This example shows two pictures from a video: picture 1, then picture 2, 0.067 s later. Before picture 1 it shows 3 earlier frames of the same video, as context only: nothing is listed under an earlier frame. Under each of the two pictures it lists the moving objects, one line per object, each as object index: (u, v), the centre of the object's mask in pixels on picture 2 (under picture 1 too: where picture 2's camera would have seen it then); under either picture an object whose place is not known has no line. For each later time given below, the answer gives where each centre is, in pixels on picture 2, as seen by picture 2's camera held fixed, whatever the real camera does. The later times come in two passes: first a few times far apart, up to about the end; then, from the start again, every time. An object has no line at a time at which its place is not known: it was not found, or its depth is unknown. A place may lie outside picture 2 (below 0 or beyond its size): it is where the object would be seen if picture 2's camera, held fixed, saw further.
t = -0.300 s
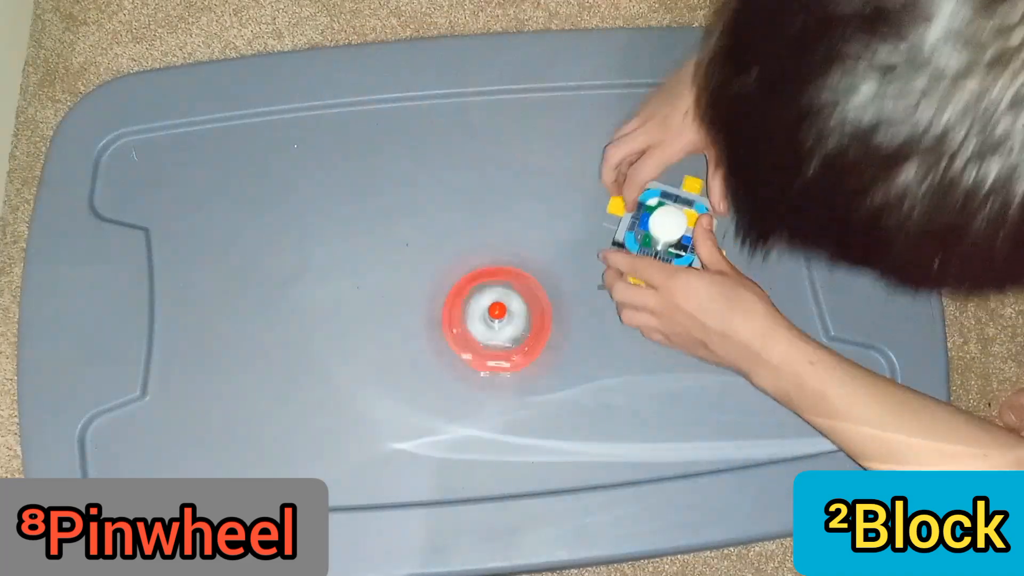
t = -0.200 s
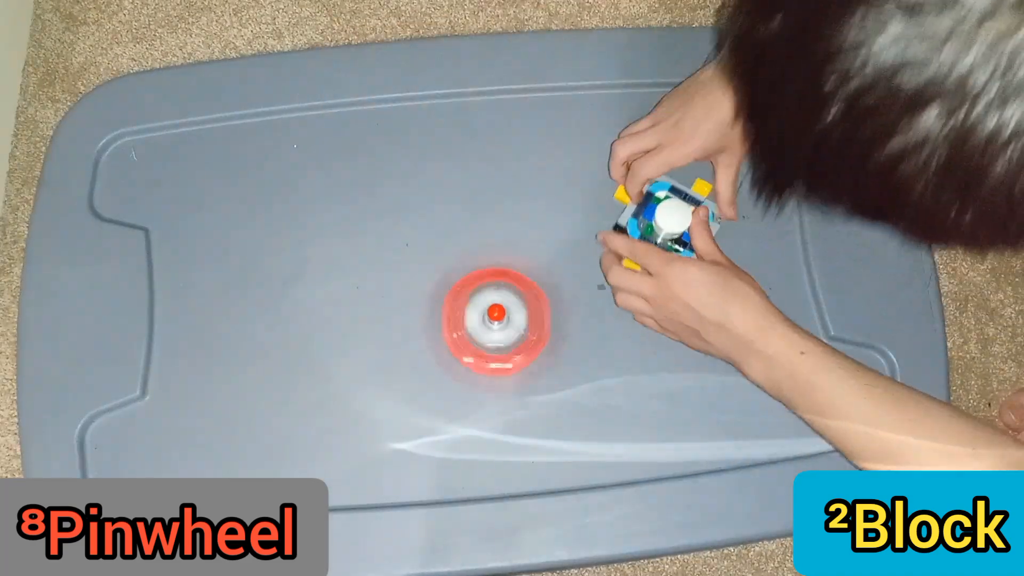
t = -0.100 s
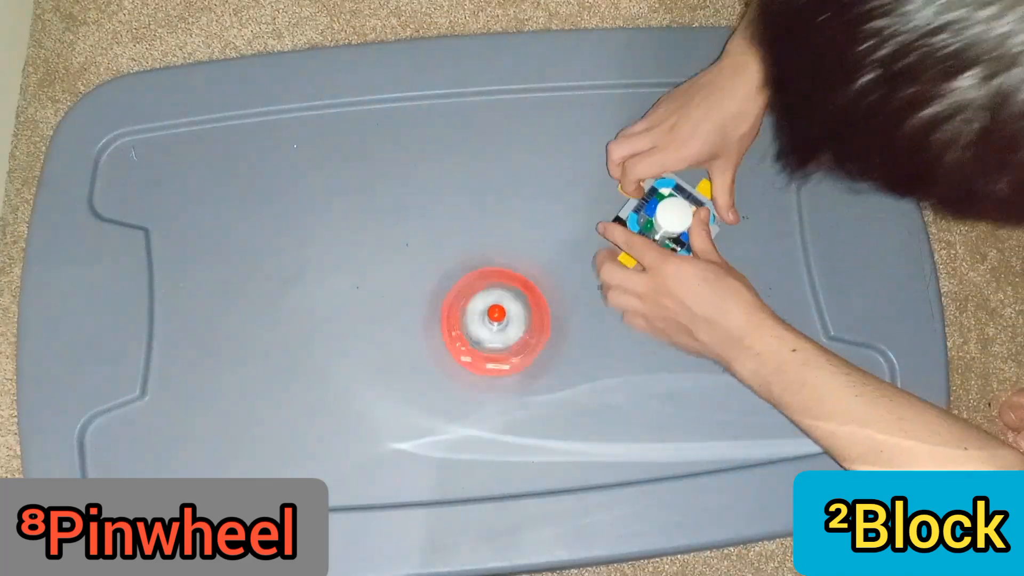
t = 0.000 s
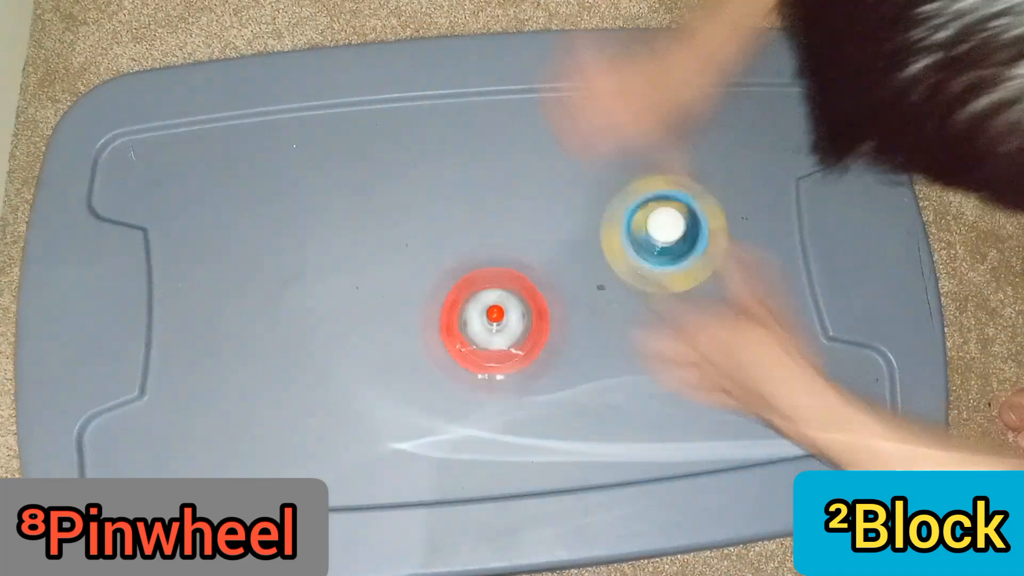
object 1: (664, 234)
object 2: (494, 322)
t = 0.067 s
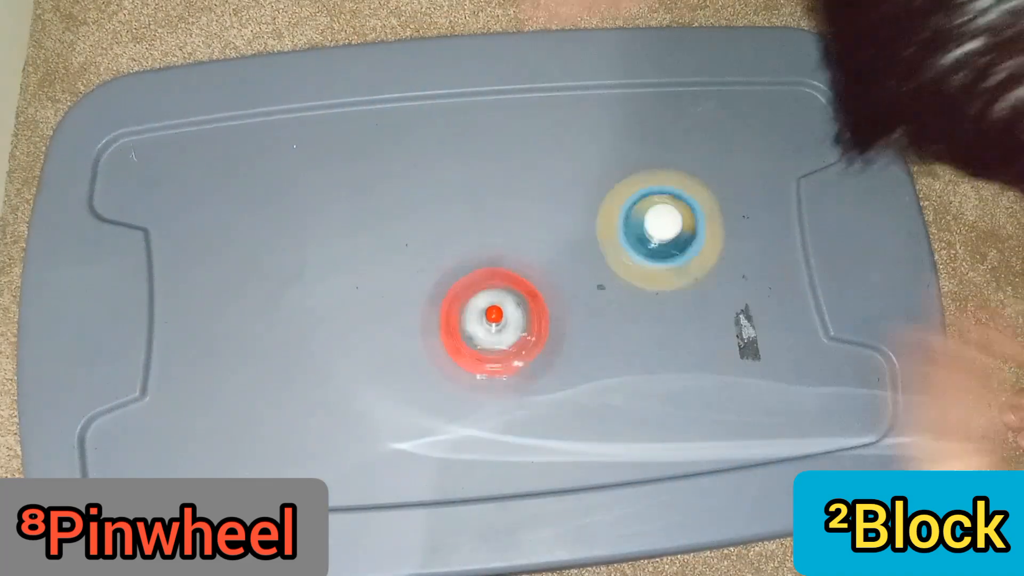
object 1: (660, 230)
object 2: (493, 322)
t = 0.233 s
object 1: (650, 231)
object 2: (493, 323)
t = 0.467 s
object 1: (633, 233)
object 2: (491, 323)
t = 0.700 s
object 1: (609, 233)
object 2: (490, 323)
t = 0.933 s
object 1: (595, 226)
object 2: (488, 322)
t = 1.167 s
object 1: (577, 217)
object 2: (485, 324)
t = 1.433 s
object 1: (560, 205)
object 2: (481, 332)
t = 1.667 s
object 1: (556, 191)
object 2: (475, 337)
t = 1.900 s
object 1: (553, 189)
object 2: (476, 332)
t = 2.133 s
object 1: (545, 197)
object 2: (481, 328)
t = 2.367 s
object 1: (533, 182)
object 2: (484, 363)
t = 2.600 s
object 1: (534, 183)
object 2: (482, 358)
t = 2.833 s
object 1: (532, 196)
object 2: (487, 355)
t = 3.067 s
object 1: (521, 204)
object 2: (486, 353)
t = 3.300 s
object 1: (512, 207)
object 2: (493, 353)
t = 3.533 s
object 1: (503, 211)
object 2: (488, 352)
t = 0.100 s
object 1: (657, 230)
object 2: (495, 322)
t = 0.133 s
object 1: (654, 230)
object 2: (494, 323)
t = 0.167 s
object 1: (653, 231)
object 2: (494, 323)
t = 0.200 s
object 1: (651, 230)
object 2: (493, 323)
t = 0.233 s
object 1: (650, 231)
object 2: (493, 323)
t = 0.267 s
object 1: (648, 230)
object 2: (493, 323)
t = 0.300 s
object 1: (646, 231)
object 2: (492, 323)
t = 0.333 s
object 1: (644, 231)
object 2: (493, 323)
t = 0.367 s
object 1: (641, 231)
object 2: (492, 323)
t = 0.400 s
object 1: (639, 232)
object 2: (492, 322)
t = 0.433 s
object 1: (636, 232)
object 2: (491, 323)
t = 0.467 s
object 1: (633, 233)
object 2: (491, 323)
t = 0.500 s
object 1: (630, 233)
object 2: (491, 323)
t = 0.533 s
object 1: (627, 234)
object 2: (490, 323)
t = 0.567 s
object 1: (624, 235)
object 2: (490, 323)
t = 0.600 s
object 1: (619, 235)
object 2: (490, 323)
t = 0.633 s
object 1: (615, 235)
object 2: (491, 323)
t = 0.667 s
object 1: (612, 234)
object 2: (489, 323)
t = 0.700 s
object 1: (609, 233)
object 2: (490, 323)
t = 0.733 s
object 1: (607, 232)
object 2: (489, 323)
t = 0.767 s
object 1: (605, 230)
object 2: (490, 322)
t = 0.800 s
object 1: (604, 229)
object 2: (488, 323)
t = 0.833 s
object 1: (602, 228)
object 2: (489, 322)
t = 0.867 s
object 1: (599, 228)
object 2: (488, 322)
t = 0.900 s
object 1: (597, 227)
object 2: (488, 322)
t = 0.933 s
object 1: (595, 226)
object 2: (488, 322)
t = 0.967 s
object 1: (592, 225)
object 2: (488, 321)
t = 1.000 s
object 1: (589, 225)
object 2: (487, 322)
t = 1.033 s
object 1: (586, 224)
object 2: (487, 321)
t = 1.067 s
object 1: (584, 222)
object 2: (486, 324)
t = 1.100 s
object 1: (581, 220)
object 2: (486, 324)
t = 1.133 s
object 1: (579, 218)
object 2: (486, 325)
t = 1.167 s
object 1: (577, 217)
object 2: (485, 324)
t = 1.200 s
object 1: (575, 216)
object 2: (484, 325)
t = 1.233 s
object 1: (572, 214)
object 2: (484, 324)
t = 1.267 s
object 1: (570, 213)
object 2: (484, 325)
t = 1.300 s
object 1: (568, 212)
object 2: (483, 324)
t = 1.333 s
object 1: (566, 211)
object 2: (483, 326)
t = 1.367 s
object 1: (564, 210)
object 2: (483, 325)
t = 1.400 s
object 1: (561, 209)
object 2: (483, 327)
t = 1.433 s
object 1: (560, 205)
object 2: (481, 332)
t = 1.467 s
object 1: (559, 201)
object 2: (479, 338)
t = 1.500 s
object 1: (558, 198)
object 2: (479, 338)
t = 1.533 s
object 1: (557, 197)
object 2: (477, 340)
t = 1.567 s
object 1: (557, 195)
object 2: (476, 339)
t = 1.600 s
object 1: (557, 194)
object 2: (475, 338)
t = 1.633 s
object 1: (556, 192)
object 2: (474, 338)
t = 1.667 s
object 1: (556, 191)
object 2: (475, 337)
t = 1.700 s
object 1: (556, 190)
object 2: (474, 337)
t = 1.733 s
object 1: (555, 190)
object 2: (475, 336)
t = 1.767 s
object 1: (555, 190)
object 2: (474, 334)
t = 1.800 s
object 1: (554, 189)
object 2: (474, 334)
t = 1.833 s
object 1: (554, 190)
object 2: (475, 334)
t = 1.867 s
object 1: (553, 190)
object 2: (475, 333)
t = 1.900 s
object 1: (553, 189)
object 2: (476, 332)
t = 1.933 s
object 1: (552, 190)
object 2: (477, 331)
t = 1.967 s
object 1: (551, 191)
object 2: (476, 330)
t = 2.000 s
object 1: (550, 191)
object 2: (478, 329)
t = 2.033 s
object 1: (549, 192)
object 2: (479, 329)
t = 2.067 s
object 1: (548, 194)
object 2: (480, 328)
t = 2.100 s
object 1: (546, 195)
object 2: (481, 328)
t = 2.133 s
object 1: (545, 197)
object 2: (481, 328)
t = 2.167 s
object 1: (543, 199)
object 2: (483, 328)
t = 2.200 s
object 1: (541, 200)
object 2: (484, 327)
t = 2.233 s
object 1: (538, 201)
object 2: (485, 328)
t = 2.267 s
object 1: (536, 196)
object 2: (486, 337)
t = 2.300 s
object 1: (534, 188)
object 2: (484, 349)
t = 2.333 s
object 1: (534, 184)
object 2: (484, 358)
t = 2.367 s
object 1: (533, 182)
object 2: (484, 363)
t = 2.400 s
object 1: (534, 181)
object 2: (484, 363)
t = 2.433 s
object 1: (534, 180)
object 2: (483, 364)
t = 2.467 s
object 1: (534, 181)
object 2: (482, 363)
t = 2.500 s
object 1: (534, 181)
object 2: (481, 362)
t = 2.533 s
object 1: (534, 181)
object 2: (482, 361)
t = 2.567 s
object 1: (534, 182)
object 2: (482, 360)
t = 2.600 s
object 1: (534, 183)
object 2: (482, 358)
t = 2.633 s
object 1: (534, 184)
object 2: (481, 359)
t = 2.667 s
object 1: (534, 185)
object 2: (483, 359)
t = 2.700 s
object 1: (534, 187)
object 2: (483, 357)
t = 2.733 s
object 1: (534, 189)
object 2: (483, 357)
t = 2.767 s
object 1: (533, 191)
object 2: (482, 355)
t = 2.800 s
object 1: (533, 193)
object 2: (483, 357)
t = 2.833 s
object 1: (532, 196)
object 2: (487, 355)
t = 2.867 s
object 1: (531, 198)
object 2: (485, 356)
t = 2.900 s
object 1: (529, 200)
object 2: (485, 356)
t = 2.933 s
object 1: (527, 202)
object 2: (486, 356)
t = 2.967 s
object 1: (525, 203)
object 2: (487, 357)
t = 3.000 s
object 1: (524, 203)
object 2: (488, 354)
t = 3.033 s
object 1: (522, 203)
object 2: (487, 356)
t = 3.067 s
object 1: (521, 204)
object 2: (486, 353)
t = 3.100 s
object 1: (520, 204)
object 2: (487, 356)
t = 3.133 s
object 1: (519, 204)
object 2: (487, 356)
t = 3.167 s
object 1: (517, 206)
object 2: (490, 352)
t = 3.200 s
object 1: (516, 206)
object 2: (487, 355)
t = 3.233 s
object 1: (515, 207)
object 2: (486, 352)
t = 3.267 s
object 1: (514, 207)
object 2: (486, 355)
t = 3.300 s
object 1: (512, 207)
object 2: (493, 353)
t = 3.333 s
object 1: (511, 208)
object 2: (488, 353)
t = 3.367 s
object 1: (510, 208)
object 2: (488, 353)
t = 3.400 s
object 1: (508, 209)
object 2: (484, 349)
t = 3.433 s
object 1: (507, 210)
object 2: (487, 354)
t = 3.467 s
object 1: (505, 211)
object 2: (487, 354)
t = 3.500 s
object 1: (504, 211)
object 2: (491, 348)
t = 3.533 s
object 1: (503, 211)
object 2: (488, 352)
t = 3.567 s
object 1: (501, 212)
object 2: (489, 352)
